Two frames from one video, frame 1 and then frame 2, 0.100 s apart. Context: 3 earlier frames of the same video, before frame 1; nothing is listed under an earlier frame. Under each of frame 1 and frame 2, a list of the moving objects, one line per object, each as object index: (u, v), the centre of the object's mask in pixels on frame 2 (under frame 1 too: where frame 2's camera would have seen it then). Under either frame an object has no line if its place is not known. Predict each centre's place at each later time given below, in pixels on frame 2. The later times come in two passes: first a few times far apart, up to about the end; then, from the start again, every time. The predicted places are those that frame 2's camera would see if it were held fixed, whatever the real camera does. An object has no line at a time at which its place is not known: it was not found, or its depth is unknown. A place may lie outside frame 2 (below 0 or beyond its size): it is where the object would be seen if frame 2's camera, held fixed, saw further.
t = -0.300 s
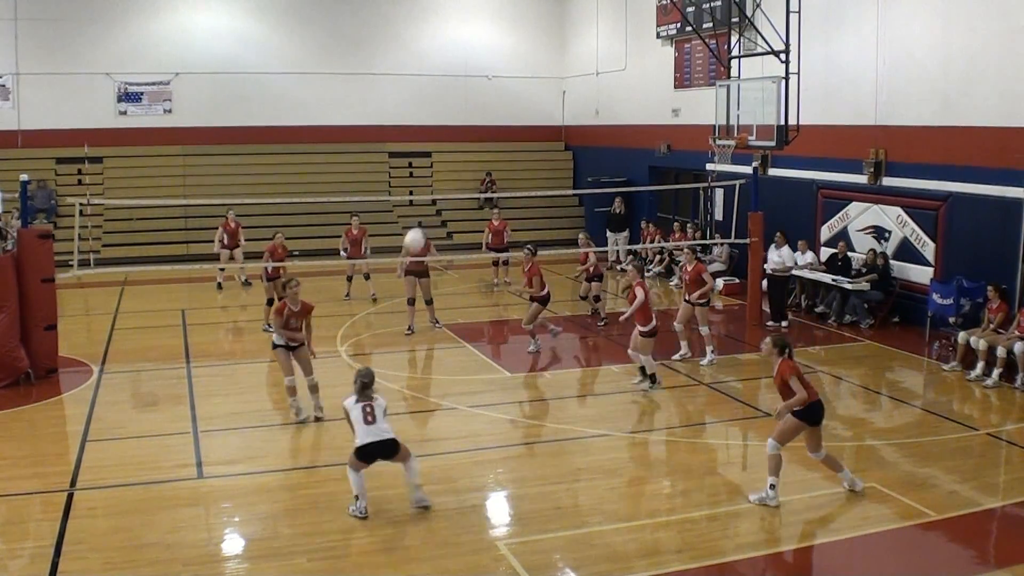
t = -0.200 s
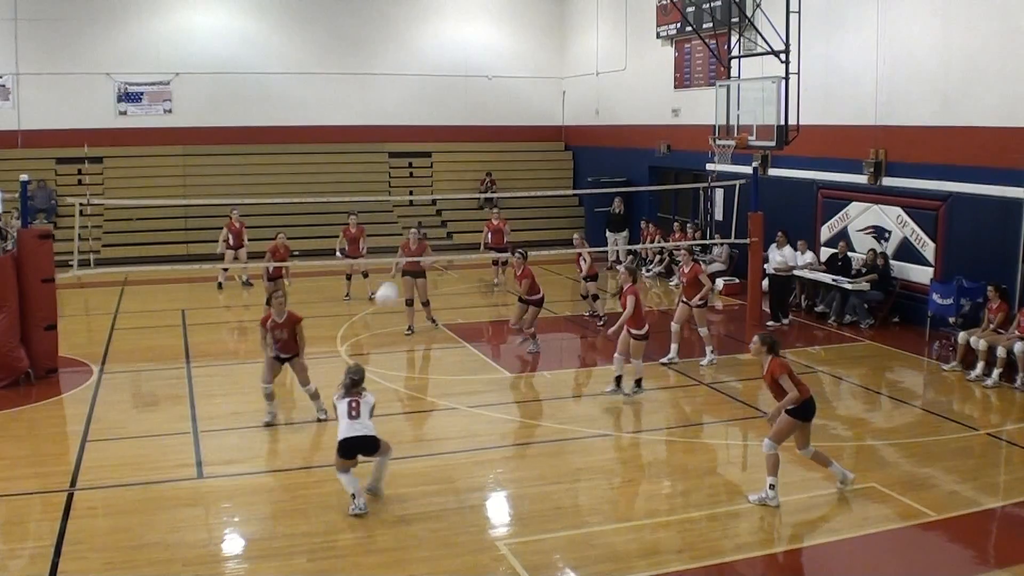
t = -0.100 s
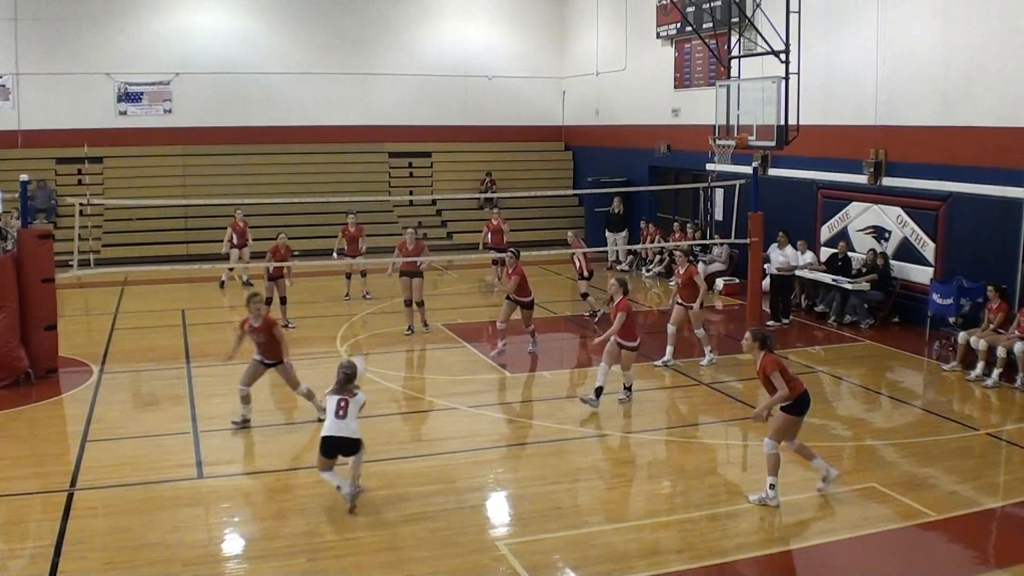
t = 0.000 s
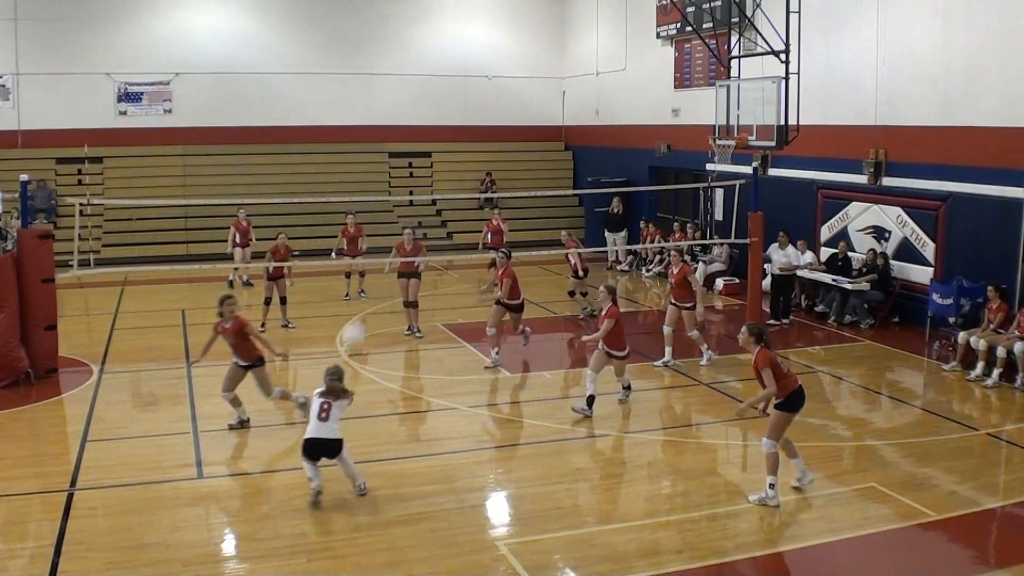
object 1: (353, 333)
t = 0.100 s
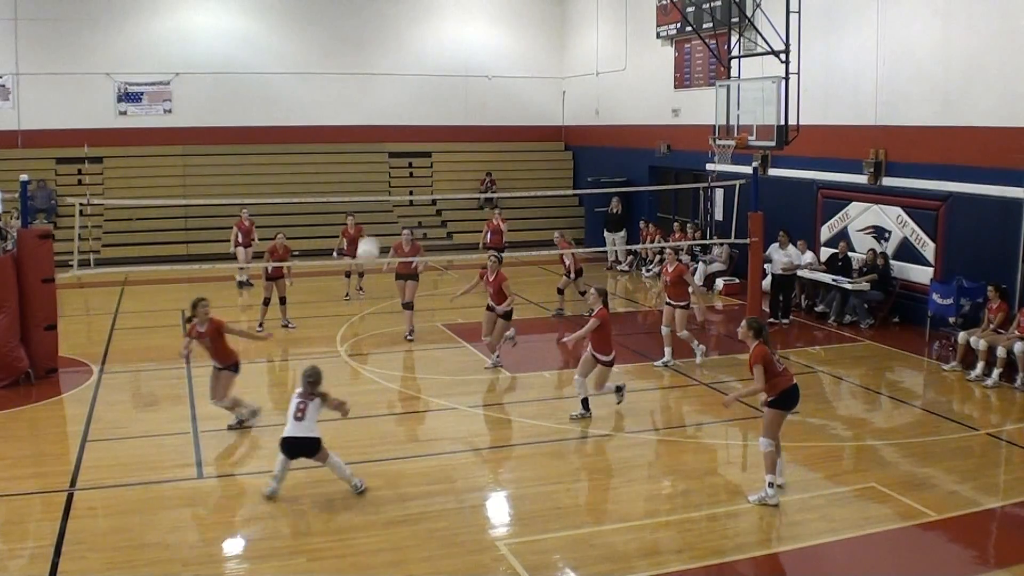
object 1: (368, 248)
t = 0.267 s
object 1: (394, 140)
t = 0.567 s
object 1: (438, 28)
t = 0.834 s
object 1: (473, 8)
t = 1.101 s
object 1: (504, 48)
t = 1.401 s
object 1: (532, 148)
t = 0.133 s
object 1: (373, 225)
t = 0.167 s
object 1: (378, 201)
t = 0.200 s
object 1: (384, 179)
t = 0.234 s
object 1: (389, 158)
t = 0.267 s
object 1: (394, 140)
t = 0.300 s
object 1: (399, 123)
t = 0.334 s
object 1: (404, 107)
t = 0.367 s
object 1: (409, 91)
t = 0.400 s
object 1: (415, 77)
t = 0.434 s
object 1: (419, 64)
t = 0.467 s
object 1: (424, 54)
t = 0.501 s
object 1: (429, 44)
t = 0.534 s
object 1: (434, 35)
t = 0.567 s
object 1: (438, 28)
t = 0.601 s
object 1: (443, 22)
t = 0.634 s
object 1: (448, 16)
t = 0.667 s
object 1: (452, 12)
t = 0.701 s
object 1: (456, 9)
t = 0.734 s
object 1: (461, 8)
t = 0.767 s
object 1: (465, 7)
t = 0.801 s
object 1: (469, 7)
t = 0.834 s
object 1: (473, 8)
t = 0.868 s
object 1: (477, 9)
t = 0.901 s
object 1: (480, 10)
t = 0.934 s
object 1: (484, 15)
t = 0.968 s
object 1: (489, 20)
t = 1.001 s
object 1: (493, 26)
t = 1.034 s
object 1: (497, 33)
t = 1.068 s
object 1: (500, 39)
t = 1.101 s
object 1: (504, 48)
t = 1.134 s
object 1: (507, 56)
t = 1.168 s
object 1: (511, 66)
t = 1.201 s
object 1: (514, 76)
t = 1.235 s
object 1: (517, 85)
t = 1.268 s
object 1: (521, 96)
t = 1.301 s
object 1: (524, 108)
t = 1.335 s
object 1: (527, 121)
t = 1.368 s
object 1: (530, 135)
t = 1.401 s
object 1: (532, 148)
